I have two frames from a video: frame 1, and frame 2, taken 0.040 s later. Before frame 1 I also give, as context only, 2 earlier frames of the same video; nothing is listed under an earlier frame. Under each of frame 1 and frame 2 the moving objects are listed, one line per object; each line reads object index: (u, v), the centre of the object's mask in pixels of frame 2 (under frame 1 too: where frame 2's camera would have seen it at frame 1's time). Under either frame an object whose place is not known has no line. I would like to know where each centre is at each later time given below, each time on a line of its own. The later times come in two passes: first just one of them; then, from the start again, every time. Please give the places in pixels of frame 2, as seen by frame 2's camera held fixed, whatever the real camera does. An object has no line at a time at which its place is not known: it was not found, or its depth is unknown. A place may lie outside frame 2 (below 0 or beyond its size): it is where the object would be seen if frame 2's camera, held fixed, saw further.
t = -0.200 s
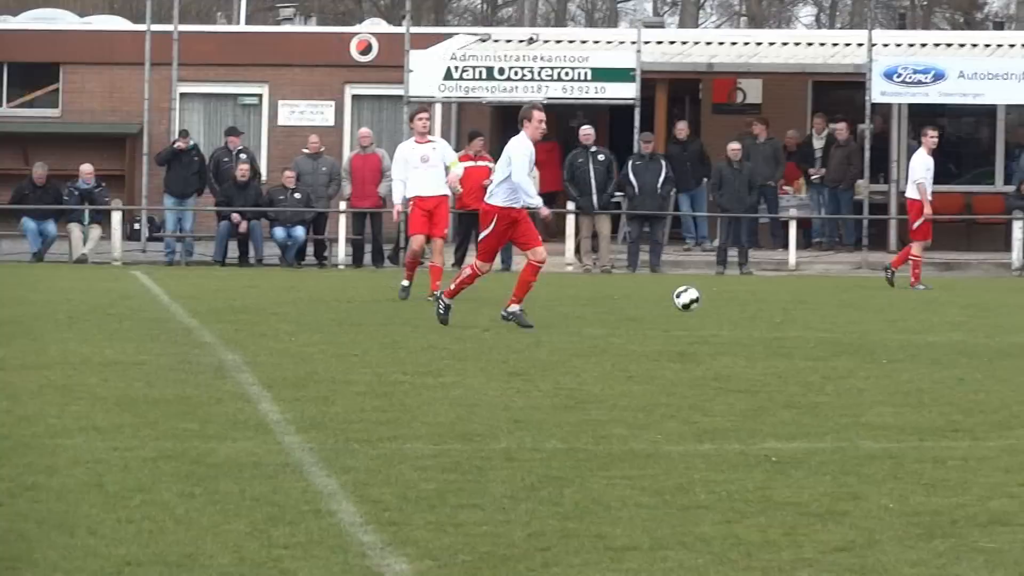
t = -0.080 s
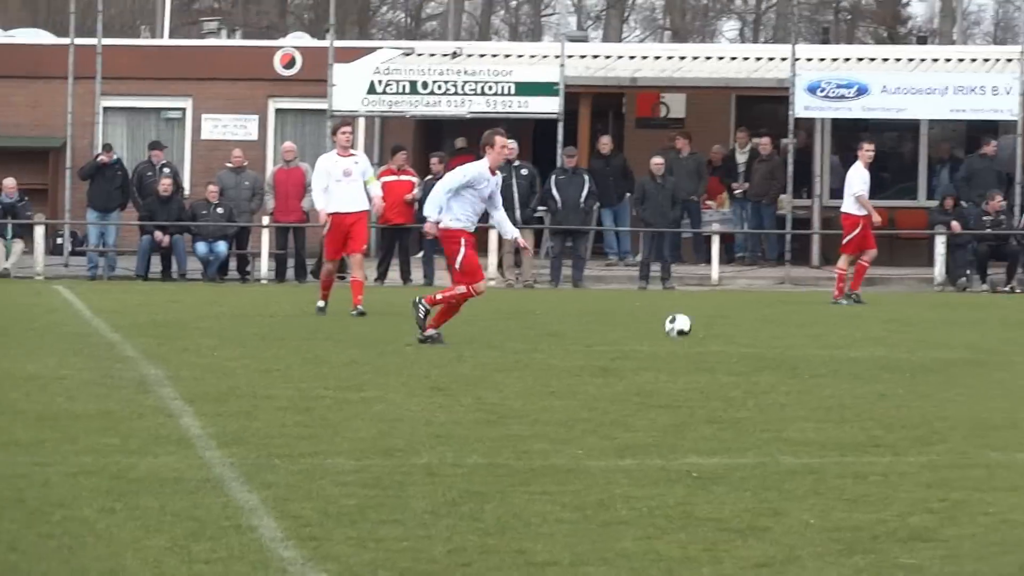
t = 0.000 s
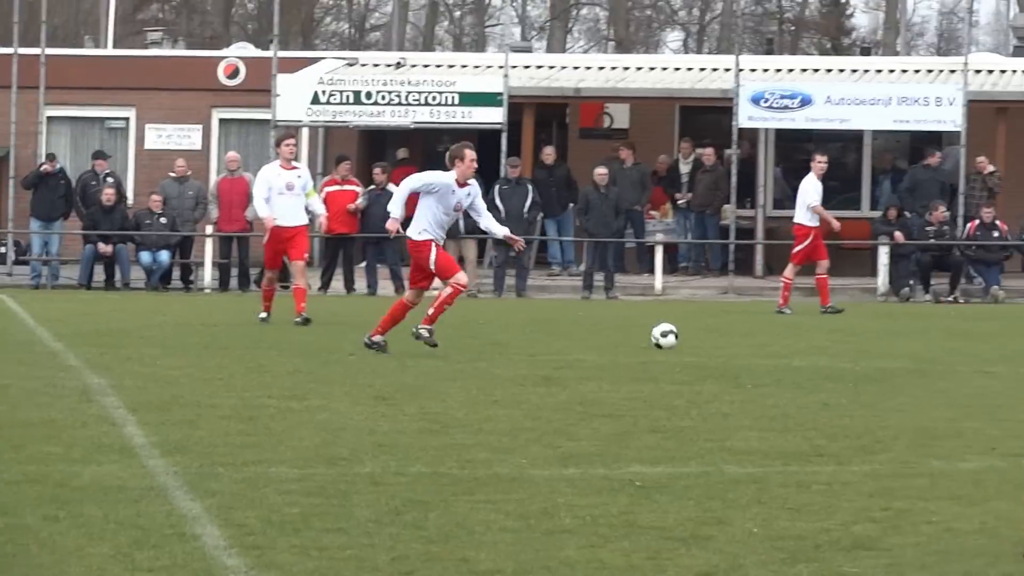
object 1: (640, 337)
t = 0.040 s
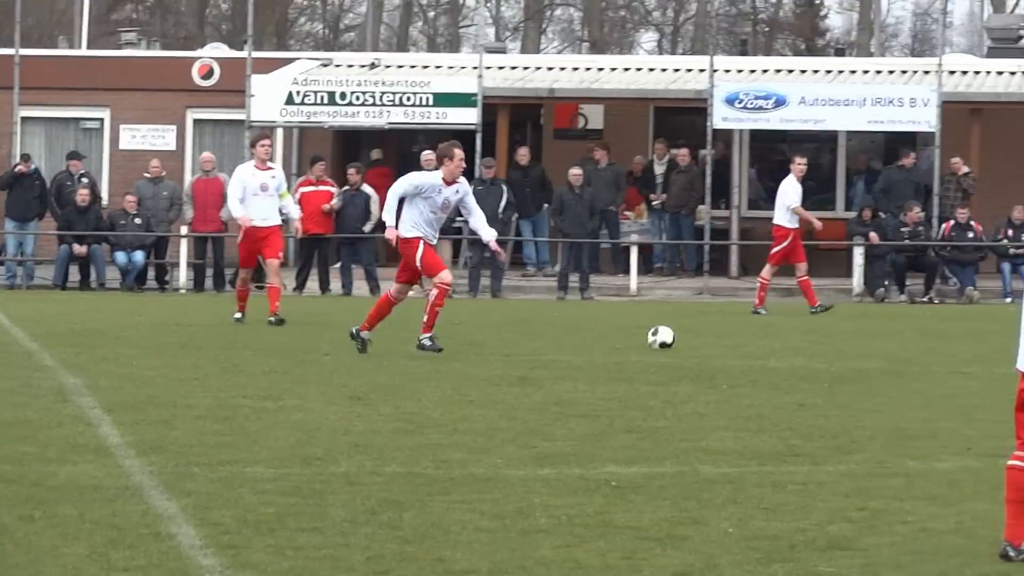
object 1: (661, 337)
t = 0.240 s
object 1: (756, 344)
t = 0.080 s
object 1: (681, 340)
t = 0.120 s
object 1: (699, 341)
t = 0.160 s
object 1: (719, 343)
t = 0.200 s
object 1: (738, 344)
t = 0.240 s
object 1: (756, 344)
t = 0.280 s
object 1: (775, 347)
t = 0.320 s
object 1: (793, 349)
